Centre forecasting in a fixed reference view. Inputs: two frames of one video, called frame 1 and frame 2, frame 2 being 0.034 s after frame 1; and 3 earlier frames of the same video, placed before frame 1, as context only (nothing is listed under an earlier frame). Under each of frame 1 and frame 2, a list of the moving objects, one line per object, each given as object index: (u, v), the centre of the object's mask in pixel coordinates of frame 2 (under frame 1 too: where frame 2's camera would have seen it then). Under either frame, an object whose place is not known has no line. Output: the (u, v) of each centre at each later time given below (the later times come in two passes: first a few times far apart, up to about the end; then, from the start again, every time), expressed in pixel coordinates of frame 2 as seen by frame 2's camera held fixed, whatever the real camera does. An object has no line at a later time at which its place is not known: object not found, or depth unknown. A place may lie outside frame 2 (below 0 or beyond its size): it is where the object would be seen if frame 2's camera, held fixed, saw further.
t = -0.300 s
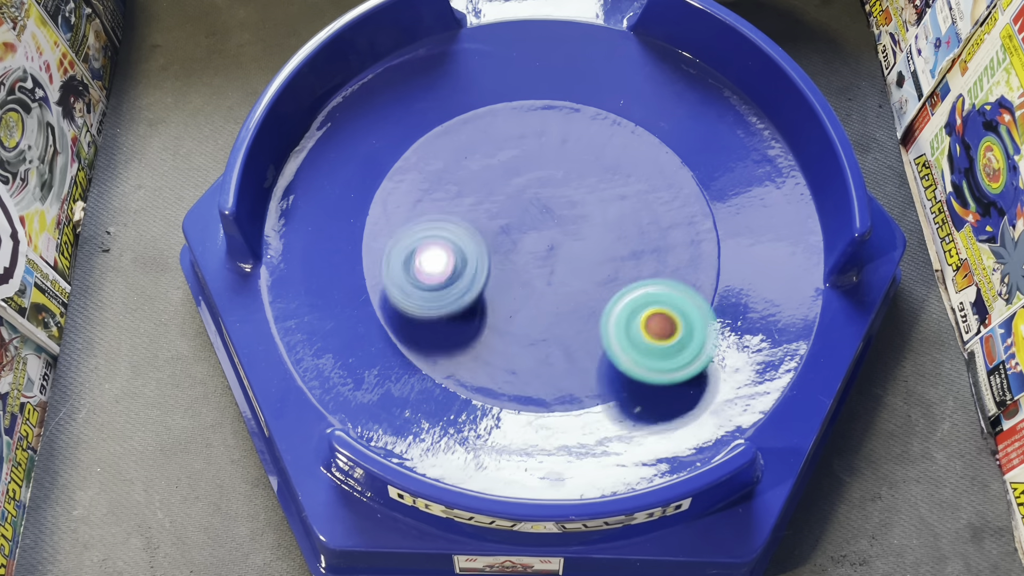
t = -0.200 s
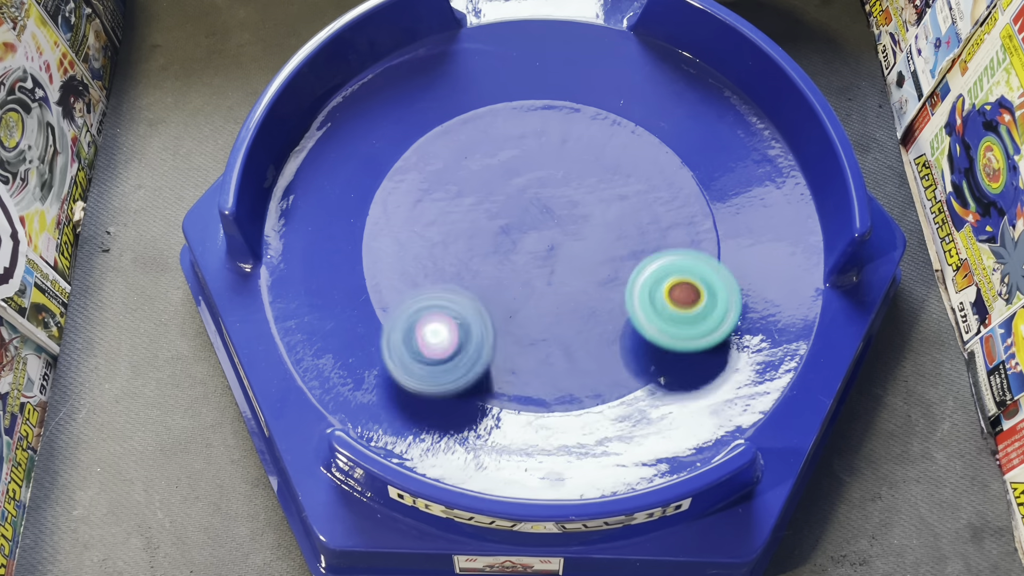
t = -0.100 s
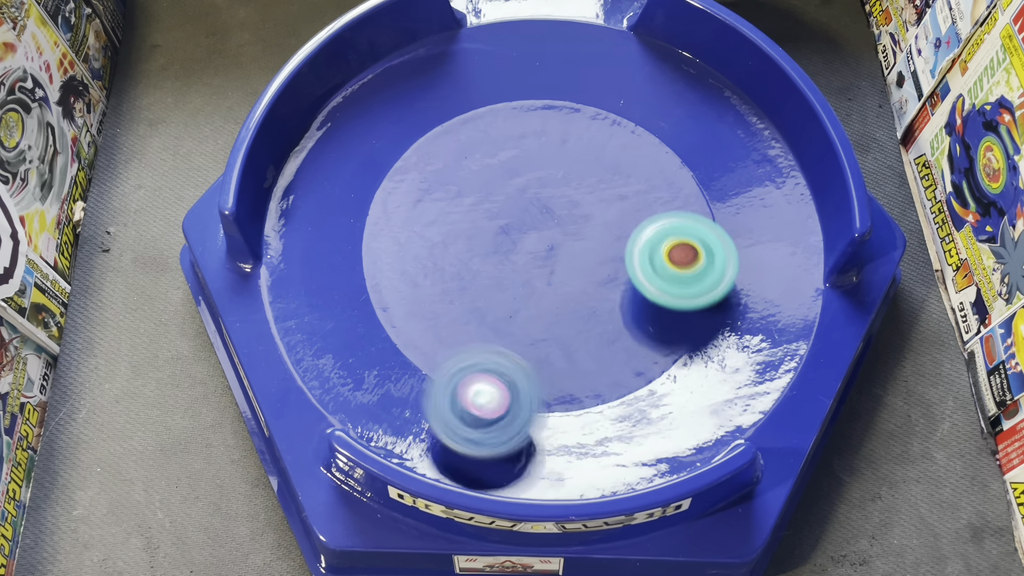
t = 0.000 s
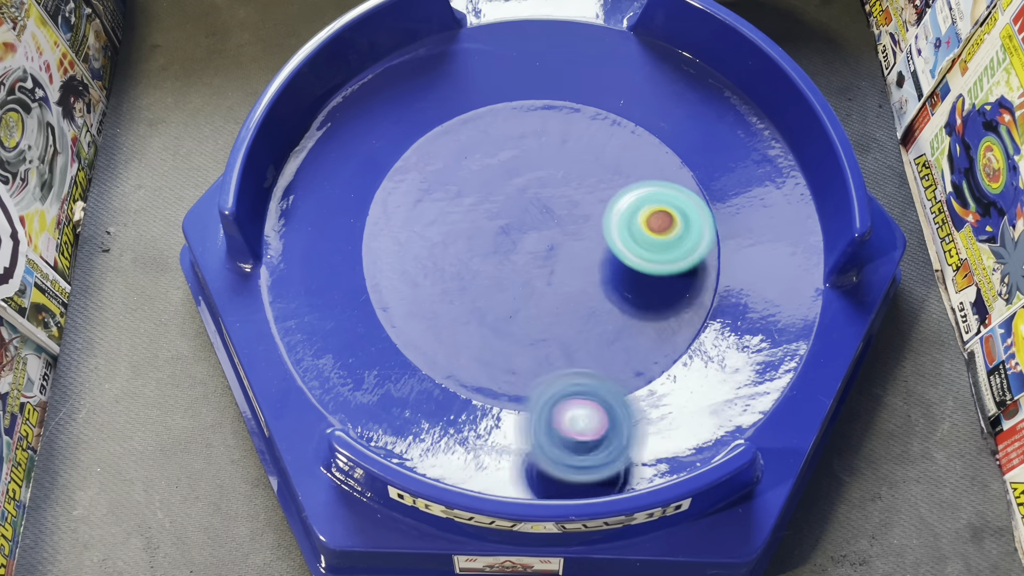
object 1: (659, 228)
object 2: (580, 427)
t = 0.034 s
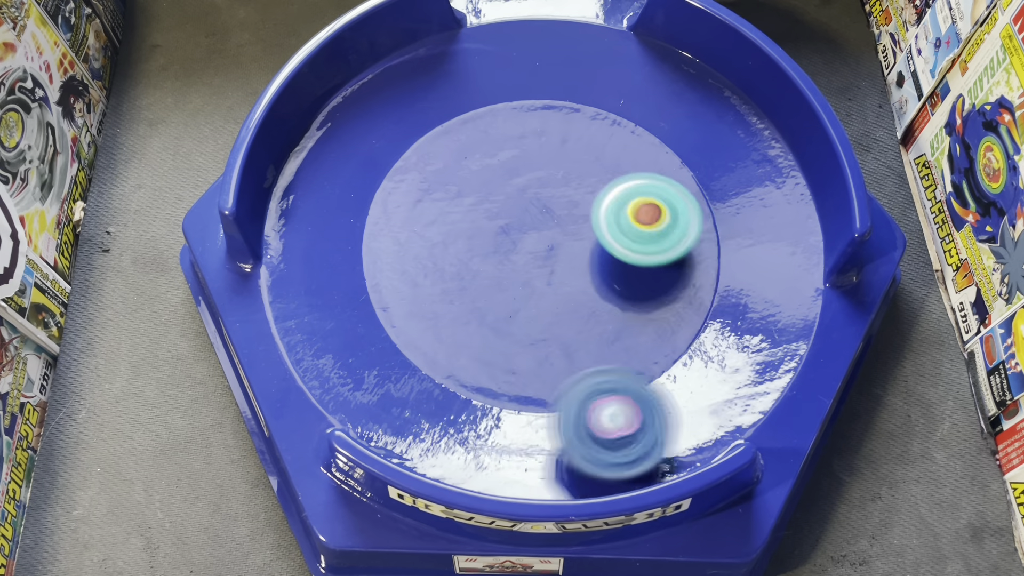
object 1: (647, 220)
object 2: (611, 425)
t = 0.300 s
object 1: (523, 199)
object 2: (716, 254)
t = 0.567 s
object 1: (453, 285)
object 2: (551, 155)
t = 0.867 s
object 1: (540, 357)
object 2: (360, 219)
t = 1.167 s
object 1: (611, 270)
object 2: (489, 395)
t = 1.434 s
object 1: (541, 185)
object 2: (647, 284)
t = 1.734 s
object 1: (445, 209)
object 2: (587, 120)
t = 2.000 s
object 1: (478, 284)
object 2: (431, 105)
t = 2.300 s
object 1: (590, 260)
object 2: (409, 261)
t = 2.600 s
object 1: (594, 173)
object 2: (607, 321)
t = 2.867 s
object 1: (529, 161)
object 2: (720, 217)
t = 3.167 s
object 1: (508, 248)
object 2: (603, 107)
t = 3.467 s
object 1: (608, 288)
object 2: (479, 198)
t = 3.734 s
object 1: (651, 250)
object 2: (516, 342)
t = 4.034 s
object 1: (596, 213)
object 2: (690, 343)
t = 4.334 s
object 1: (512, 253)
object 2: (652, 207)
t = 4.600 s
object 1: (538, 327)
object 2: (507, 195)
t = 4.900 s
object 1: (604, 305)
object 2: (417, 303)
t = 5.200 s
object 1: (558, 228)
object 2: (520, 387)
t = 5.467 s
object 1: (476, 231)
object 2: (625, 306)
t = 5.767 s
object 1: (483, 293)
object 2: (587, 176)
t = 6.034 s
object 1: (560, 275)
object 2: (480, 135)
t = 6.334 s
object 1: (564, 188)
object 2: (407, 219)
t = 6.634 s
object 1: (500, 178)
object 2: (522, 313)
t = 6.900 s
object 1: (497, 240)
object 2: (654, 279)
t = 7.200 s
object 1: (588, 271)
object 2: (682, 175)
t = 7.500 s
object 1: (637, 234)
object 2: (574, 137)
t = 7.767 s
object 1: (613, 203)
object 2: (486, 211)
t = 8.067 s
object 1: (539, 219)
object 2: (511, 338)
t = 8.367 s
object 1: (515, 293)
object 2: (631, 367)
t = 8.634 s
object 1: (565, 330)
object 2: (667, 275)
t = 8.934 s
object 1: (601, 283)
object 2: (569, 191)
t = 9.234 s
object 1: (563, 228)
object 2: (443, 188)
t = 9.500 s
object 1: (510, 230)
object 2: (378, 249)
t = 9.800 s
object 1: (529, 268)
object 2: (439, 335)
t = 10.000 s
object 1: (579, 236)
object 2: (519, 354)
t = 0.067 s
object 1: (634, 212)
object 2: (642, 417)
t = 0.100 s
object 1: (620, 206)
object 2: (669, 403)
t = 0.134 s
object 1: (605, 202)
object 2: (691, 385)
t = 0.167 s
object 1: (590, 198)
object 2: (709, 362)
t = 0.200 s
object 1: (573, 195)
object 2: (721, 336)
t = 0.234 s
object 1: (557, 194)
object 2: (726, 309)
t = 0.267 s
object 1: (539, 195)
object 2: (724, 280)
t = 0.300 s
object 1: (523, 199)
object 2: (716, 254)
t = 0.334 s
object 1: (508, 205)
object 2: (703, 233)
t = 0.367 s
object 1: (493, 213)
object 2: (686, 215)
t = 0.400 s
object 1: (482, 222)
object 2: (666, 199)
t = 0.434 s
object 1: (471, 233)
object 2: (645, 186)
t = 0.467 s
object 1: (463, 245)
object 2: (624, 175)
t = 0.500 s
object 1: (457, 258)
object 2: (599, 167)
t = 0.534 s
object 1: (454, 272)
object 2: (576, 160)
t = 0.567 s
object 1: (453, 285)
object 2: (551, 155)
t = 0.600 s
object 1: (455, 298)
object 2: (527, 153)
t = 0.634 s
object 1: (458, 311)
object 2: (503, 153)
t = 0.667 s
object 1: (465, 323)
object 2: (478, 156)
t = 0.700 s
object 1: (473, 334)
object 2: (455, 160)
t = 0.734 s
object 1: (485, 343)
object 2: (432, 168)
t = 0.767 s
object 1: (498, 350)
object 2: (411, 177)
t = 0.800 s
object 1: (512, 355)
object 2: (391, 189)
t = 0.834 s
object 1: (526, 357)
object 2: (374, 203)
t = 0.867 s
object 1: (540, 357)
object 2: (360, 219)
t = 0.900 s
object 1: (554, 354)
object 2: (352, 238)
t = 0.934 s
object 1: (568, 349)
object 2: (351, 262)
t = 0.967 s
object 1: (580, 342)
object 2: (355, 289)
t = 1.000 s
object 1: (591, 333)
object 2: (365, 315)
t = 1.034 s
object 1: (600, 322)
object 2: (381, 340)
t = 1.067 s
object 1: (606, 309)
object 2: (401, 361)
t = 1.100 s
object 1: (611, 295)
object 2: (426, 378)
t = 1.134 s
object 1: (612, 282)
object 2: (455, 389)
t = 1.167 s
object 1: (611, 270)
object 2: (489, 395)
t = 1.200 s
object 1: (607, 257)
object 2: (526, 395)
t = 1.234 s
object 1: (601, 244)
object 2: (557, 389)
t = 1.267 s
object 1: (594, 232)
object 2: (583, 376)
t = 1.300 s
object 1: (586, 219)
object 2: (603, 361)
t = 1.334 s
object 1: (576, 208)
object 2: (619, 343)
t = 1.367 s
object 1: (565, 198)
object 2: (632, 324)
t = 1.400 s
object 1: (554, 191)
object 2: (642, 305)
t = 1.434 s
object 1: (541, 185)
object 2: (647, 284)
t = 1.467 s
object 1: (527, 182)
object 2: (650, 264)
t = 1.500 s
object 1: (514, 180)
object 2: (649, 243)
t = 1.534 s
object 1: (500, 180)
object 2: (646, 223)
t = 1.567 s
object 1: (488, 180)
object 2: (641, 201)
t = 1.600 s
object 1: (476, 183)
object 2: (635, 183)
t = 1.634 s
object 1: (466, 188)
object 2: (626, 164)
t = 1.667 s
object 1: (457, 194)
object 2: (614, 148)
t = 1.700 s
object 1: (450, 200)
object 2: (602, 133)
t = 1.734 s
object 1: (445, 209)
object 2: (587, 120)
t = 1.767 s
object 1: (441, 218)
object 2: (571, 108)
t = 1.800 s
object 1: (439, 228)
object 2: (553, 99)
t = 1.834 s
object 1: (440, 238)
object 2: (534, 92)
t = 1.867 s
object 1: (443, 249)
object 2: (514, 88)
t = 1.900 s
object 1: (448, 259)
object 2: (494, 87)
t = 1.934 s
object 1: (456, 269)
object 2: (475, 87)
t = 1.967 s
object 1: (466, 277)
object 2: (453, 94)
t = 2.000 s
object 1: (478, 284)
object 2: (431, 105)
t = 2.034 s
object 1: (491, 289)
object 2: (412, 120)
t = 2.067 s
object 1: (504, 292)
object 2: (396, 138)
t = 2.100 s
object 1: (517, 294)
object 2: (386, 158)
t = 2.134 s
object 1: (532, 293)
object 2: (380, 175)
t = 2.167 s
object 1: (546, 290)
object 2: (379, 193)
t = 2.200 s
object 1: (559, 285)
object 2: (381, 210)
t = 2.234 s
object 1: (571, 278)
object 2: (387, 227)
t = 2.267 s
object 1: (581, 269)
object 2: (397, 245)
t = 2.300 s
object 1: (590, 260)
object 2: (409, 261)
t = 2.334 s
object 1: (596, 249)
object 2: (423, 277)
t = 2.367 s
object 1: (601, 238)
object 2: (444, 292)
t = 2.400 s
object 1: (604, 227)
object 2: (464, 305)
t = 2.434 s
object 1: (606, 216)
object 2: (486, 315)
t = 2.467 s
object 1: (606, 206)
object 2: (509, 323)
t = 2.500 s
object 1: (604, 196)
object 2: (533, 327)
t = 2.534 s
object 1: (602, 187)
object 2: (559, 327)
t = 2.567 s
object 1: (599, 180)
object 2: (583, 325)
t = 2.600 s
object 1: (594, 173)
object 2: (607, 321)
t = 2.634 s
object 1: (588, 166)
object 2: (628, 313)
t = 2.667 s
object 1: (581, 161)
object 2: (649, 305)
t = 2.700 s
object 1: (573, 157)
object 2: (666, 294)
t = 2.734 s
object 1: (565, 155)
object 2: (682, 281)
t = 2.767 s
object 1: (556, 154)
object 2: (695, 268)
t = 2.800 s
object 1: (546, 155)
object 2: (707, 252)
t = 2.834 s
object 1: (537, 157)
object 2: (715, 234)
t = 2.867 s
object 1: (529, 161)
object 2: (720, 217)
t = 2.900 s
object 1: (521, 167)
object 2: (723, 200)
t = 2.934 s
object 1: (514, 174)
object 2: (718, 183)
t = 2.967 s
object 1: (508, 183)
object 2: (708, 165)
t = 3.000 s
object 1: (503, 192)
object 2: (692, 147)
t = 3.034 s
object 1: (500, 202)
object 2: (674, 132)
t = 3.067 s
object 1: (499, 213)
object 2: (657, 121)
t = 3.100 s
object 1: (499, 225)
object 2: (640, 113)
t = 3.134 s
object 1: (502, 237)
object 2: (622, 109)
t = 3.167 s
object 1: (508, 248)
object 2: (603, 107)
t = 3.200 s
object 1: (515, 258)
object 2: (585, 108)
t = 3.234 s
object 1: (525, 268)
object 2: (568, 113)
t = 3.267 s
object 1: (537, 276)
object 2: (552, 119)
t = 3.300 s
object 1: (549, 282)
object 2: (536, 128)
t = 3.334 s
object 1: (562, 286)
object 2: (521, 139)
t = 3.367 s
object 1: (574, 288)
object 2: (508, 151)
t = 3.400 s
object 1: (586, 289)
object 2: (496, 166)
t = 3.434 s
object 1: (598, 289)
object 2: (487, 181)
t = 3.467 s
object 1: (608, 288)
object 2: (479, 198)
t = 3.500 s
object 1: (618, 286)
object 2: (474, 215)
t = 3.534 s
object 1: (626, 284)
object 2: (471, 233)
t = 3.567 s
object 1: (632, 279)
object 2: (471, 253)
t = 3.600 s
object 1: (638, 274)
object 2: (475, 272)
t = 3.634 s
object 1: (644, 269)
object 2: (481, 291)
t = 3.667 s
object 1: (647, 263)
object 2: (489, 309)
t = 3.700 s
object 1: (650, 256)
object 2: (502, 326)
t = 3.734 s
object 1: (651, 250)
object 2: (516, 342)
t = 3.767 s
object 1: (650, 243)
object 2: (532, 355)
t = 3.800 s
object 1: (648, 236)
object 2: (549, 367)
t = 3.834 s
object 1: (643, 230)
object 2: (568, 376)
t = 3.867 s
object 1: (637, 226)
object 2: (589, 381)
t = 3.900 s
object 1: (631, 222)
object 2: (608, 384)
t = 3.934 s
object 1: (624, 218)
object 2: (628, 382)
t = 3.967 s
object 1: (615, 216)
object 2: (651, 373)
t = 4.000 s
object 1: (606, 214)
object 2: (672, 360)
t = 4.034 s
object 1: (596, 213)
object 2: (690, 343)
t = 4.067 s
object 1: (585, 212)
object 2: (704, 323)
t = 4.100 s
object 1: (574, 212)
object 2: (711, 302)
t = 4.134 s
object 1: (562, 213)
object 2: (714, 282)
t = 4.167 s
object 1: (551, 216)
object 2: (710, 267)
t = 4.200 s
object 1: (543, 222)
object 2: (703, 252)
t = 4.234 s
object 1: (534, 228)
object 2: (693, 238)
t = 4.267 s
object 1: (524, 235)
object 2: (682, 227)
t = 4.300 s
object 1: (517, 243)
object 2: (667, 216)
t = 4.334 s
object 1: (512, 253)
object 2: (652, 207)
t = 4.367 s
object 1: (509, 264)
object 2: (635, 201)
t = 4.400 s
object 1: (508, 275)
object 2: (618, 195)
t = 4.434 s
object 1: (509, 286)
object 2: (601, 191)
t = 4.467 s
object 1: (511, 296)
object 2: (583, 189)
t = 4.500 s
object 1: (515, 306)
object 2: (564, 187)
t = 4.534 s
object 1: (521, 314)
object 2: (545, 187)
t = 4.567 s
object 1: (528, 321)
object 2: (526, 190)
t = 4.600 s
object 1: (538, 327)
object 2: (507, 195)
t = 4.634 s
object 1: (547, 331)
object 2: (490, 202)
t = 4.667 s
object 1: (555, 334)
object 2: (474, 211)
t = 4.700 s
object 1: (563, 334)
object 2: (459, 221)
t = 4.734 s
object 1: (571, 334)
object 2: (447, 232)
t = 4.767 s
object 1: (580, 333)
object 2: (436, 245)
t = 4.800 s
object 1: (588, 328)
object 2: (427, 259)
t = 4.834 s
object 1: (595, 322)
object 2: (421, 273)
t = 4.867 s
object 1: (600, 313)
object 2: (417, 288)
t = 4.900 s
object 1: (604, 305)
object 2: (417, 303)
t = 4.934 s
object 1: (606, 296)
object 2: (419, 318)
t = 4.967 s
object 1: (605, 287)
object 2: (424, 333)
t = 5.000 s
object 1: (602, 278)
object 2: (432, 347)
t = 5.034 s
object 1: (598, 269)
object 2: (442, 360)
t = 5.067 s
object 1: (592, 261)
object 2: (454, 371)
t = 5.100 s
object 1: (584, 252)
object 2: (467, 379)
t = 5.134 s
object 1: (576, 243)
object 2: (485, 384)
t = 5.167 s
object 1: (568, 234)
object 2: (503, 387)
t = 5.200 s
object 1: (558, 228)
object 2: (520, 387)
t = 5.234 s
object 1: (546, 225)
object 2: (538, 385)
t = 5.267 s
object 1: (535, 221)
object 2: (556, 380)
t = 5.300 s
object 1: (525, 218)
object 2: (573, 372)
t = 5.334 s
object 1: (513, 217)
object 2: (588, 362)
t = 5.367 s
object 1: (502, 219)
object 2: (600, 349)
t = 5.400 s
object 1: (492, 222)
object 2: (610, 335)
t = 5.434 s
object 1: (484, 226)
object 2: (619, 321)
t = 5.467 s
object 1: (476, 231)
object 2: (625, 306)
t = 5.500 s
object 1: (469, 237)
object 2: (628, 290)
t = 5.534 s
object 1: (464, 244)
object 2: (629, 274)
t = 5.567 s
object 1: (461, 252)
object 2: (627, 258)
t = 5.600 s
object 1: (459, 259)
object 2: (623, 243)
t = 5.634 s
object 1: (461, 267)
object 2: (618, 229)
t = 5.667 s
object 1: (463, 275)
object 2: (612, 214)
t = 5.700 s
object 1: (468, 282)
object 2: (604, 201)
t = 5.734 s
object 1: (475, 288)
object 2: (596, 188)
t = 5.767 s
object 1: (483, 293)
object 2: (587, 176)
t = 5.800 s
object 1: (492, 296)
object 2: (576, 166)
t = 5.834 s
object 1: (502, 298)
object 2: (564, 156)
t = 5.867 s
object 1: (512, 299)
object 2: (551, 148)
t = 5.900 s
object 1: (522, 297)
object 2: (538, 142)
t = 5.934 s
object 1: (532, 294)
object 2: (524, 138)
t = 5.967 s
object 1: (542, 289)
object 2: (508, 136)
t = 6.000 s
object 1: (552, 283)
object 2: (493, 134)
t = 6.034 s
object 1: (560, 275)
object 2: (480, 135)
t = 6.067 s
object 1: (566, 266)
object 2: (466, 137)
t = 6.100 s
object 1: (572, 257)
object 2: (452, 141)
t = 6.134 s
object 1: (575, 247)
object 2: (440, 148)
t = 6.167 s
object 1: (578, 236)
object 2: (429, 156)
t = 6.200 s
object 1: (578, 225)
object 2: (420, 166)
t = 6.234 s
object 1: (577, 214)
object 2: (412, 177)
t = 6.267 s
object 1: (574, 204)
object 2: (408, 191)
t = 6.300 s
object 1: (569, 195)
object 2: (406, 205)
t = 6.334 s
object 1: (564, 188)
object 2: (407, 219)
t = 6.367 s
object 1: (558, 181)
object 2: (410, 233)
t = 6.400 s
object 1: (551, 176)
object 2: (417, 248)
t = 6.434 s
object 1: (543, 173)
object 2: (427, 261)
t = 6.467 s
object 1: (536, 170)
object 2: (439, 274)
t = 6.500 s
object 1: (528, 169)
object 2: (452, 285)
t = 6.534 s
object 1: (521, 170)
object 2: (466, 294)
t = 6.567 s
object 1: (513, 172)
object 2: (483, 302)
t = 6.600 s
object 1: (506, 175)
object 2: (503, 309)
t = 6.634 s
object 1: (500, 178)
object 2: (522, 313)
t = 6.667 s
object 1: (495, 183)
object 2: (540, 315)
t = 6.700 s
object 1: (491, 190)
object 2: (558, 315)
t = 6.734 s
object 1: (488, 197)
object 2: (577, 313)
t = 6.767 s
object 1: (487, 205)
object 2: (595, 309)
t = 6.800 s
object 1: (487, 213)
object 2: (613, 304)
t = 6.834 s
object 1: (489, 222)
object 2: (629, 297)
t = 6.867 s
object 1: (492, 231)
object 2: (642, 288)
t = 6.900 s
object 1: (497, 240)
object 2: (654, 279)
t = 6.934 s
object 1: (504, 249)
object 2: (665, 268)
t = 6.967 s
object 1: (512, 257)
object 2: (673, 258)
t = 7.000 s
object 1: (521, 263)
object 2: (681, 246)
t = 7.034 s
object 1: (532, 269)
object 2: (686, 233)
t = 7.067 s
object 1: (544, 273)
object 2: (690, 221)
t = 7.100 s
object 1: (556, 274)
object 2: (691, 209)
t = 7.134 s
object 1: (568, 274)
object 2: (690, 197)
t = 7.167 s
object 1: (578, 273)
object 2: (687, 186)
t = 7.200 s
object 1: (588, 271)
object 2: (682, 175)
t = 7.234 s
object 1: (597, 269)
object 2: (675, 165)
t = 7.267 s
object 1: (606, 267)
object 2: (667, 156)
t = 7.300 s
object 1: (613, 263)
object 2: (657, 148)
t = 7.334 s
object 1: (618, 259)
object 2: (645, 142)
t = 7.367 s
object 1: (624, 256)
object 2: (632, 137)
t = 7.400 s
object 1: (628, 251)
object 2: (617, 135)
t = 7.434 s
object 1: (632, 245)
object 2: (602, 133)
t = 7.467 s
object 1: (636, 240)
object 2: (588, 134)
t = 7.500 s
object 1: (637, 234)
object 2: (574, 137)
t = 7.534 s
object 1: (637, 230)
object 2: (561, 141)
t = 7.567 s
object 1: (636, 226)
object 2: (547, 147)
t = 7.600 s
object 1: (636, 221)
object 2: (534, 155)
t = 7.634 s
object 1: (634, 215)
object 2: (523, 163)
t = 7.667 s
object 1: (630, 211)
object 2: (512, 174)
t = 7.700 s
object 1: (625, 208)
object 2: (502, 184)
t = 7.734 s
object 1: (620, 205)
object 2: (494, 197)
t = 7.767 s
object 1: (613, 203)
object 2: (486, 211)
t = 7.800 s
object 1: (606, 202)
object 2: (481, 225)
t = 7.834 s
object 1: (597, 202)
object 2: (477, 240)
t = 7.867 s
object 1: (589, 202)
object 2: (475, 255)
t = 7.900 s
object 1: (580, 202)
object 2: (476, 270)
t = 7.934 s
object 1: (571, 203)
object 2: (479, 285)
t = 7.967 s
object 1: (561, 205)
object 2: (484, 299)
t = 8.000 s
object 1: (552, 209)
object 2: (492, 313)
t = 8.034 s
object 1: (545, 213)
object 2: (501, 325)
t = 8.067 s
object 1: (539, 219)
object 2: (511, 338)
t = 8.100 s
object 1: (533, 225)
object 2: (521, 348)
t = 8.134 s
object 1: (526, 231)
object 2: (534, 357)
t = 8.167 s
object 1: (520, 238)
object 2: (547, 364)
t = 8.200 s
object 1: (516, 247)
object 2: (561, 371)
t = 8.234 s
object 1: (513, 257)
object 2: (574, 374)
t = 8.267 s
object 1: (512, 266)
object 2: (589, 376)
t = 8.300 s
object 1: (512, 275)
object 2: (603, 376)
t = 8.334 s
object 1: (512, 284)
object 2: (618, 372)
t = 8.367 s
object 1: (515, 293)
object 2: (631, 367)
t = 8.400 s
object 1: (517, 301)
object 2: (644, 359)
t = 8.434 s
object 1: (522, 309)
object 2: (654, 350)
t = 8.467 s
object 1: (528, 316)
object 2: (663, 339)
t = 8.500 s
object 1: (534, 321)
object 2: (669, 327)
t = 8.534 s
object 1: (542, 325)
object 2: (673, 315)
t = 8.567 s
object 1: (550, 328)
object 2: (672, 302)
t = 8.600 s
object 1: (558, 330)
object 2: (671, 288)
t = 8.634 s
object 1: (565, 330)
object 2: (667, 275)
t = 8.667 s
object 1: (573, 330)
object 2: (661, 262)
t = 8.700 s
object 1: (580, 328)
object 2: (653, 250)
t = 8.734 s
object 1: (586, 324)
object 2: (644, 238)
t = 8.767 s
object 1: (592, 319)
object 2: (632, 228)
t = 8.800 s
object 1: (597, 312)
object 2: (622, 218)
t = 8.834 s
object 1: (600, 305)
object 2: (610, 211)
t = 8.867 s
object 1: (602, 298)
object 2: (597, 203)
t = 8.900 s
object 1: (602, 291)
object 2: (583, 196)
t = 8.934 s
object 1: (601, 283)
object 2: (569, 191)
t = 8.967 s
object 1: (598, 276)
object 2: (555, 186)
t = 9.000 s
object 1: (595, 268)
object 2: (540, 184)
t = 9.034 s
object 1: (593, 264)
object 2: (533, 184)
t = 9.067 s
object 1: (587, 257)
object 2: (518, 183)
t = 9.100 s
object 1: (582, 249)
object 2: (504, 184)
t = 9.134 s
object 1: (576, 243)
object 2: (489, 185)
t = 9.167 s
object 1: (574, 238)
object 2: (473, 183)
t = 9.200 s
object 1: (569, 233)
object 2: (458, 185)
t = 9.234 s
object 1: (563, 228)
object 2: (443, 188)
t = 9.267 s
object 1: (557, 226)
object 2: (431, 192)
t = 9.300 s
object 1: (549, 227)
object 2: (419, 198)
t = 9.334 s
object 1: (542, 226)
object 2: (408, 204)
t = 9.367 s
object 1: (535, 226)
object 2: (399, 212)
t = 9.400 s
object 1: (528, 225)
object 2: (391, 220)
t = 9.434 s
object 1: (522, 225)
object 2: (384, 229)
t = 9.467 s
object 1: (516, 226)
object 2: (380, 239)
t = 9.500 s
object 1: (510, 230)
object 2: (378, 249)
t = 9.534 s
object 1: (505, 235)
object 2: (378, 260)
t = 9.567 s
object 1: (502, 241)
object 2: (380, 271)
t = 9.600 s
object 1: (499, 247)
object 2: (385, 282)
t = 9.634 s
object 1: (498, 252)
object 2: (393, 292)
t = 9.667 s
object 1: (503, 257)
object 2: (397, 303)
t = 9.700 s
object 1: (508, 261)
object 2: (404, 313)
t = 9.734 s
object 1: (514, 264)
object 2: (414, 322)
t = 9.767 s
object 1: (521, 267)
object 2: (426, 329)
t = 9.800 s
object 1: (529, 268)
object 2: (439, 335)
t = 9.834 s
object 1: (537, 268)
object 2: (453, 340)
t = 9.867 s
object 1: (545, 266)
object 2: (469, 343)
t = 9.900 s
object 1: (553, 262)
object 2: (483, 344)
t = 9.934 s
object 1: (564, 254)
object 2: (492, 351)
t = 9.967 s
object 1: (572, 245)
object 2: (505, 354)
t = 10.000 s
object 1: (579, 236)
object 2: (519, 354)
